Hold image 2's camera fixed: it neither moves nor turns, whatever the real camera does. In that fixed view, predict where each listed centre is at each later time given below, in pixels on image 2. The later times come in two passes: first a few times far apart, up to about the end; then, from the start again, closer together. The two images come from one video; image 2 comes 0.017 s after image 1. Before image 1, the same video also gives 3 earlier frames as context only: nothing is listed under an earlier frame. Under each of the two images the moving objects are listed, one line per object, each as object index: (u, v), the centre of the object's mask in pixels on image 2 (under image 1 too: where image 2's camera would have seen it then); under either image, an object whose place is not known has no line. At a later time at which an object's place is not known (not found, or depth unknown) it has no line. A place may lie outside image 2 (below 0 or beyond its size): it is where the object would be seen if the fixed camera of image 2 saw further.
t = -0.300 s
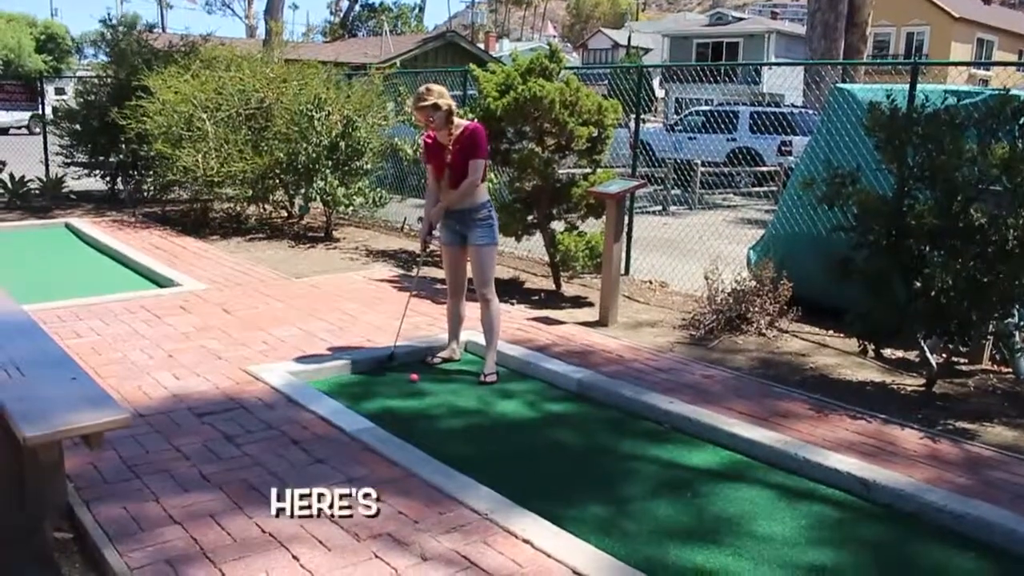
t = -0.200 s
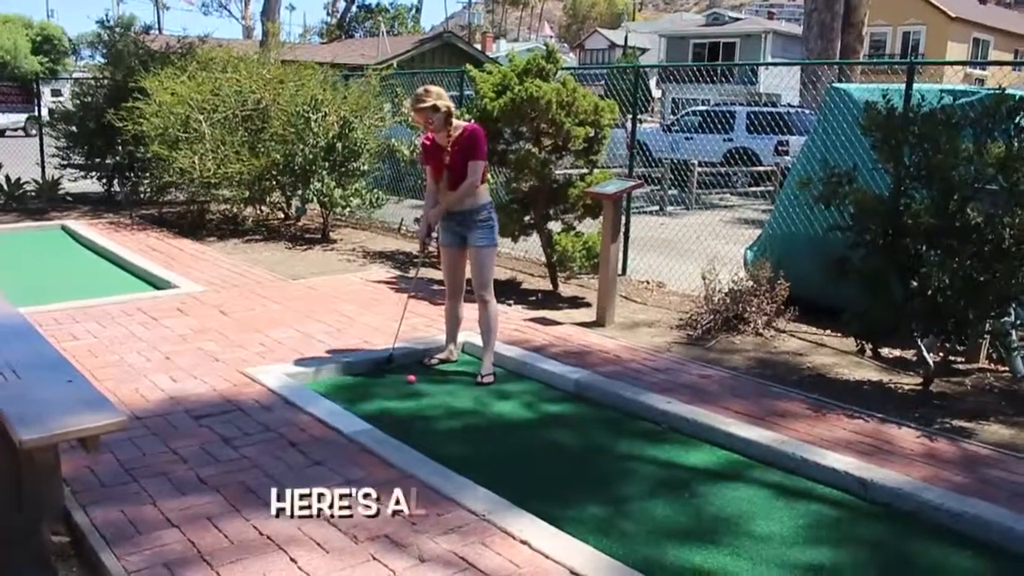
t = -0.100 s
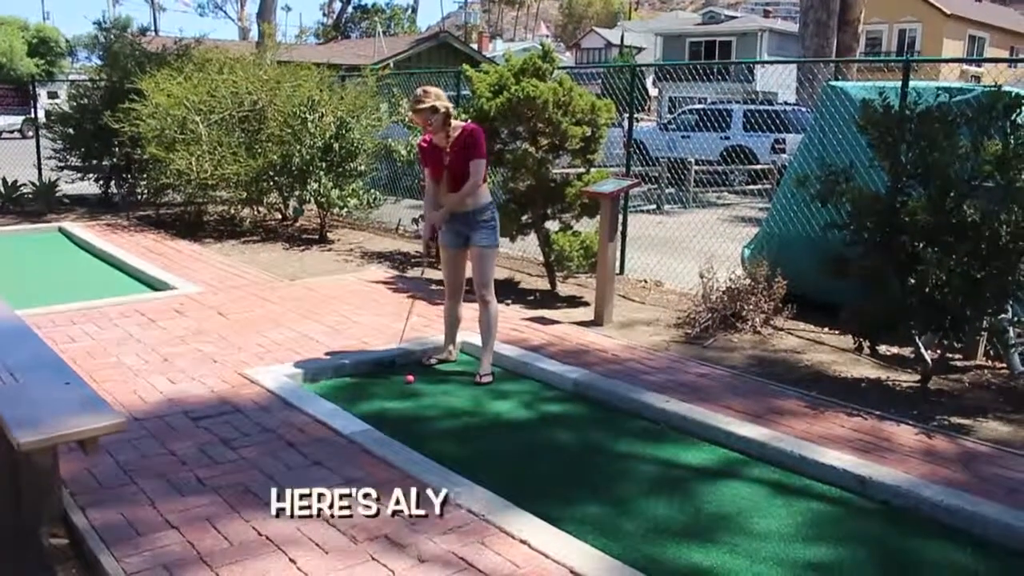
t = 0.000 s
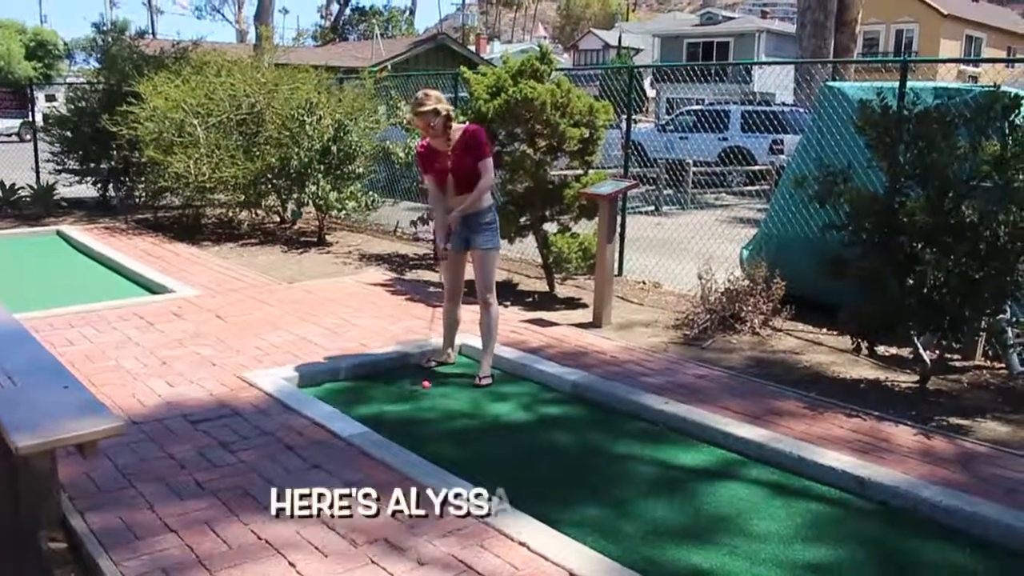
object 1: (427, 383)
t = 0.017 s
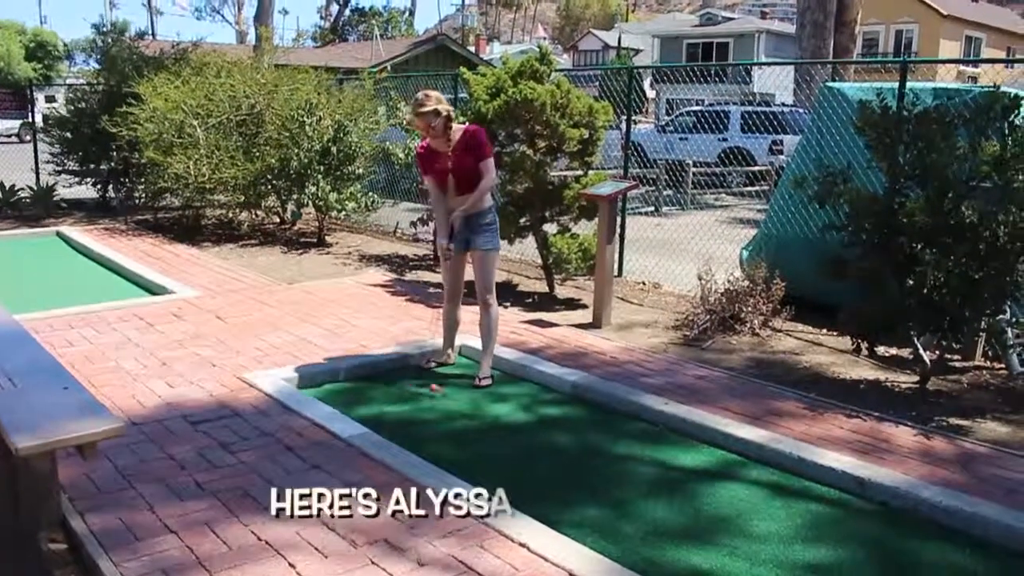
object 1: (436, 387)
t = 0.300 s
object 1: (584, 446)
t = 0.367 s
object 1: (623, 456)
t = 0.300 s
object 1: (584, 446)
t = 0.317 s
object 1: (593, 452)
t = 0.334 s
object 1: (604, 452)
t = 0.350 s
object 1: (608, 452)
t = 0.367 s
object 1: (623, 456)
